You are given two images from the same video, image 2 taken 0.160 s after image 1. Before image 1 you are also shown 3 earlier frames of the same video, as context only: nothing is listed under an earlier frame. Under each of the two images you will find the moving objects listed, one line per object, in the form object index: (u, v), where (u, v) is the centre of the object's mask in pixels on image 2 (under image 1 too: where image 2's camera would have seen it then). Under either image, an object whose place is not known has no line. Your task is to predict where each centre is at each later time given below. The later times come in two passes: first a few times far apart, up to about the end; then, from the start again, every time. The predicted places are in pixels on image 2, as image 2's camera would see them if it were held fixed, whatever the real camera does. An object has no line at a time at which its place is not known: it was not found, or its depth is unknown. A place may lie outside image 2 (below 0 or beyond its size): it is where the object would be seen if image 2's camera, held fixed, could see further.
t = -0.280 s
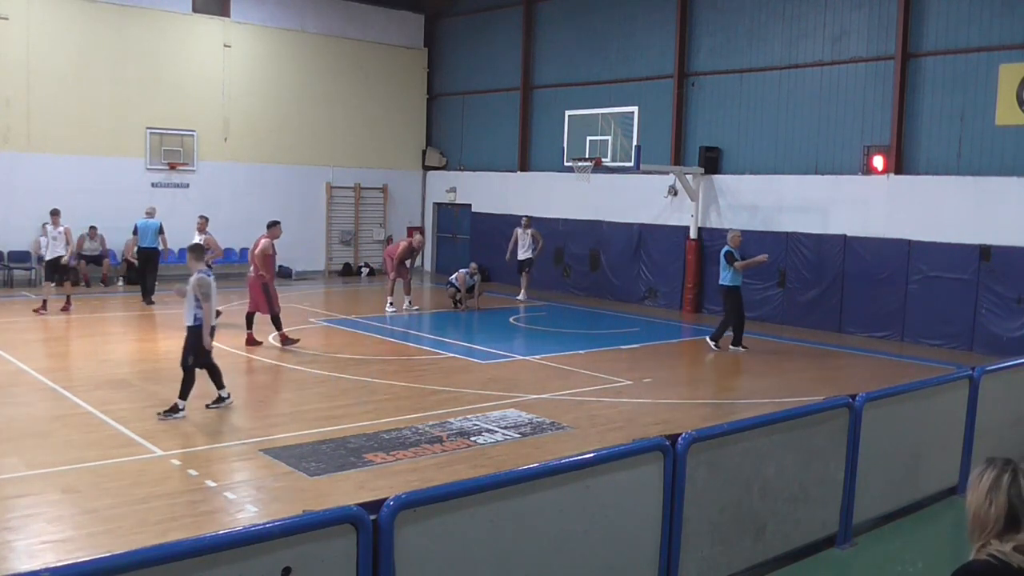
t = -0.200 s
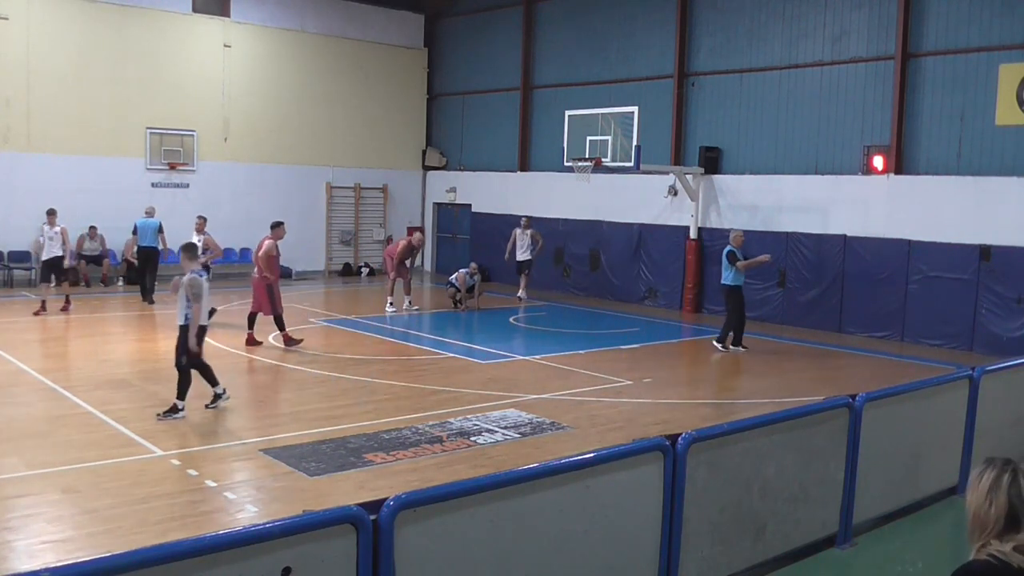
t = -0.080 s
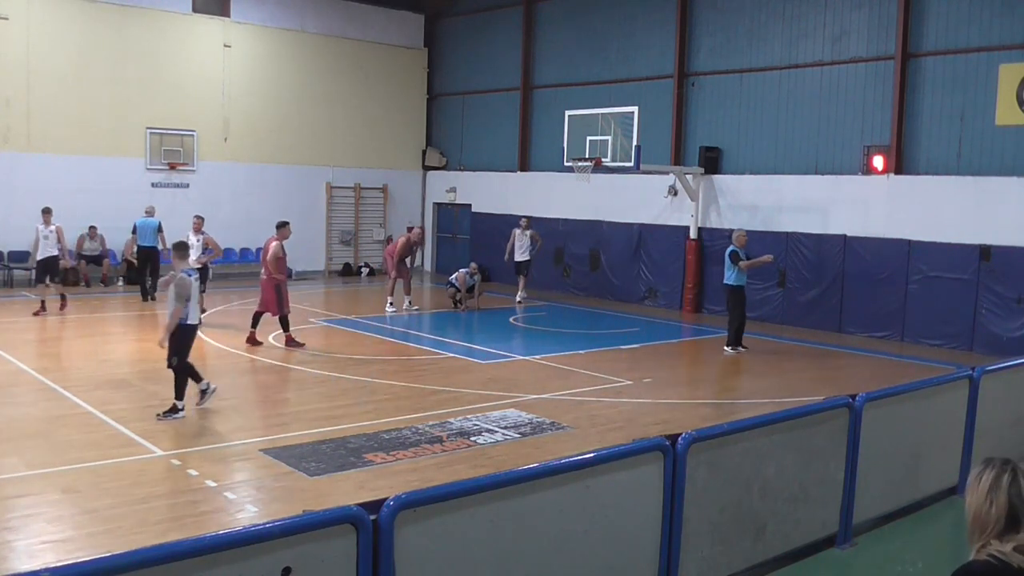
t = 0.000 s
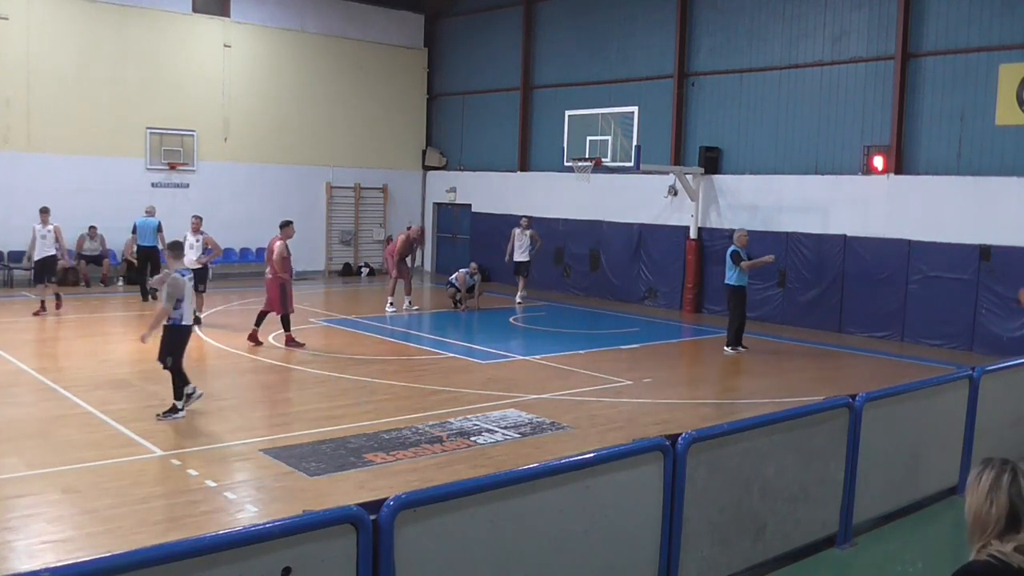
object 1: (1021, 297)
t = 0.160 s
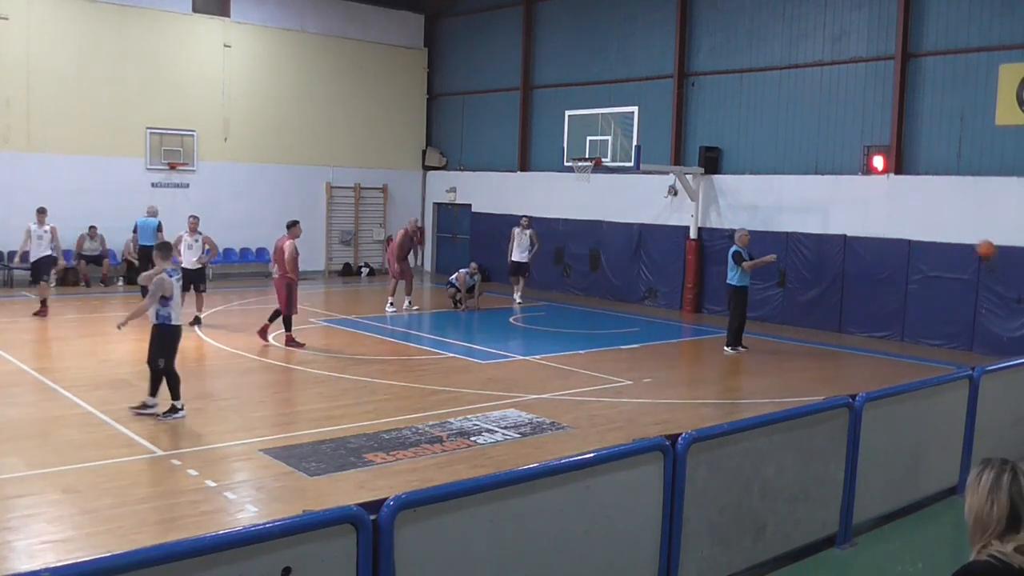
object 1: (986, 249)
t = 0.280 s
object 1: (953, 224)
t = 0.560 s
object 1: (880, 207)
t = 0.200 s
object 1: (975, 239)
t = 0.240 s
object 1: (964, 231)
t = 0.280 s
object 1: (953, 224)
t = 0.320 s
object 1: (943, 218)
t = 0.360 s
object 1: (932, 213)
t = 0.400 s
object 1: (922, 210)
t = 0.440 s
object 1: (911, 208)
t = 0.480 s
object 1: (900, 206)
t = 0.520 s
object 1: (890, 206)
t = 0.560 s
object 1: (880, 207)
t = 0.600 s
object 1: (869, 209)
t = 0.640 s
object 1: (859, 212)
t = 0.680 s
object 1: (849, 216)
